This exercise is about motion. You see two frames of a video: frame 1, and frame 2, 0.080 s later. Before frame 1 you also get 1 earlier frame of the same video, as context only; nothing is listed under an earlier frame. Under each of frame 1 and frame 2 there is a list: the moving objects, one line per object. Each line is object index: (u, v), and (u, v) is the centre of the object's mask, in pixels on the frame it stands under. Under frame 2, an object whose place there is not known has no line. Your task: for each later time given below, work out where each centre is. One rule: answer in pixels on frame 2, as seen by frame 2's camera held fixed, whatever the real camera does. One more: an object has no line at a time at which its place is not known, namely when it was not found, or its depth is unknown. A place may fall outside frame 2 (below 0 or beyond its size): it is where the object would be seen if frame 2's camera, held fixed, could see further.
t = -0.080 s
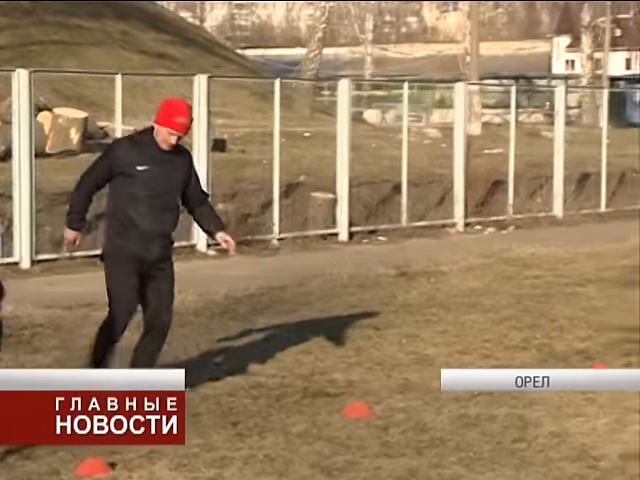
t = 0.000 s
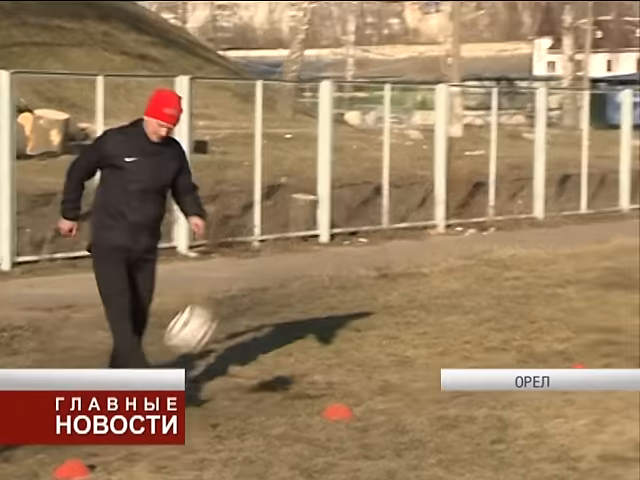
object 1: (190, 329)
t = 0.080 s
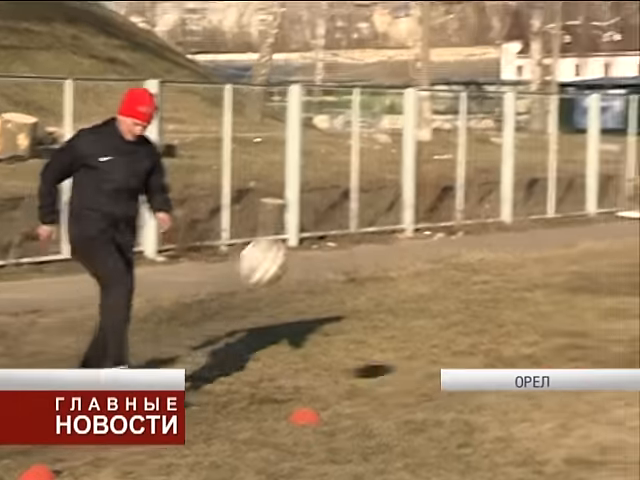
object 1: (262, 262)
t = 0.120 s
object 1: (316, 226)
